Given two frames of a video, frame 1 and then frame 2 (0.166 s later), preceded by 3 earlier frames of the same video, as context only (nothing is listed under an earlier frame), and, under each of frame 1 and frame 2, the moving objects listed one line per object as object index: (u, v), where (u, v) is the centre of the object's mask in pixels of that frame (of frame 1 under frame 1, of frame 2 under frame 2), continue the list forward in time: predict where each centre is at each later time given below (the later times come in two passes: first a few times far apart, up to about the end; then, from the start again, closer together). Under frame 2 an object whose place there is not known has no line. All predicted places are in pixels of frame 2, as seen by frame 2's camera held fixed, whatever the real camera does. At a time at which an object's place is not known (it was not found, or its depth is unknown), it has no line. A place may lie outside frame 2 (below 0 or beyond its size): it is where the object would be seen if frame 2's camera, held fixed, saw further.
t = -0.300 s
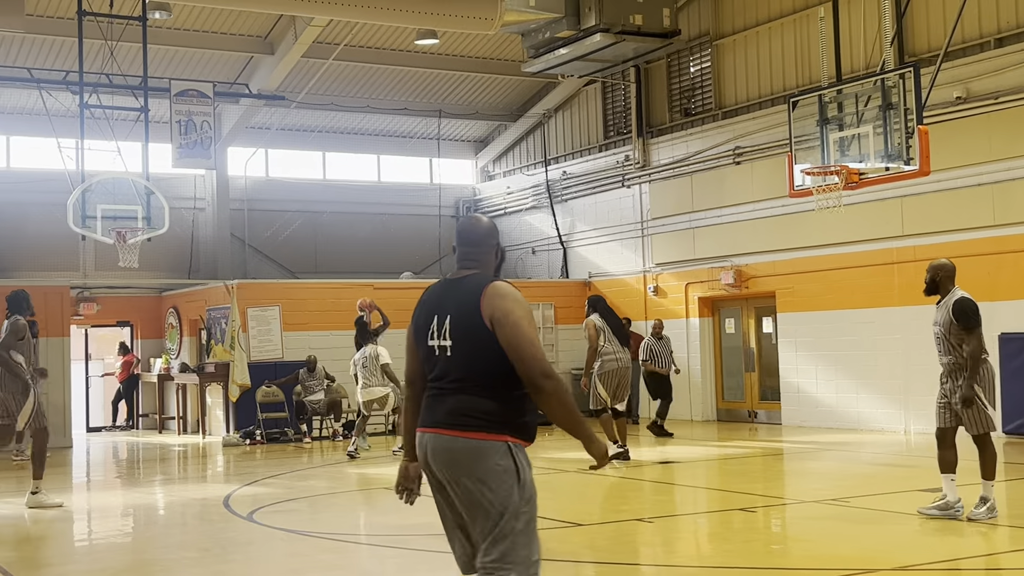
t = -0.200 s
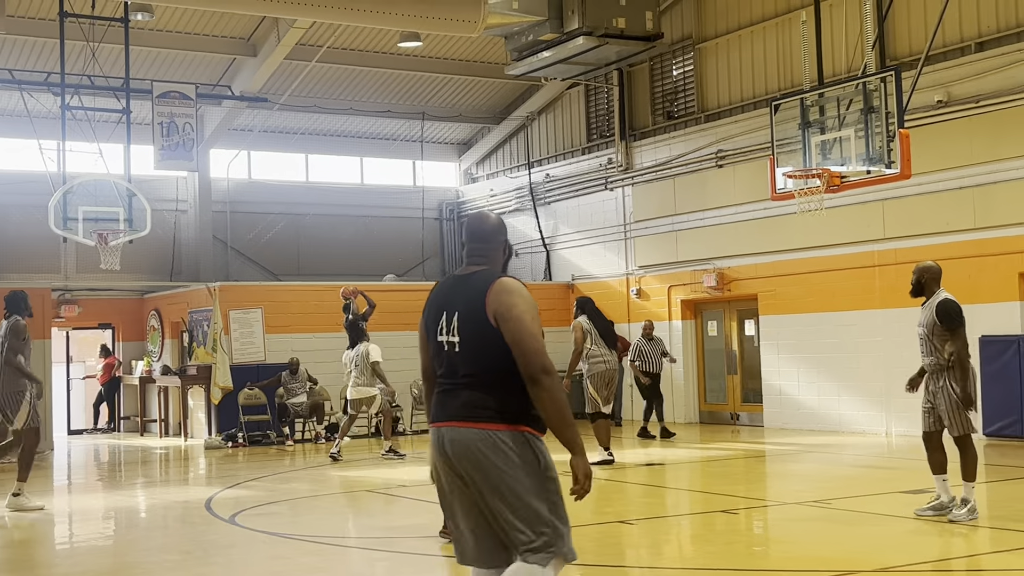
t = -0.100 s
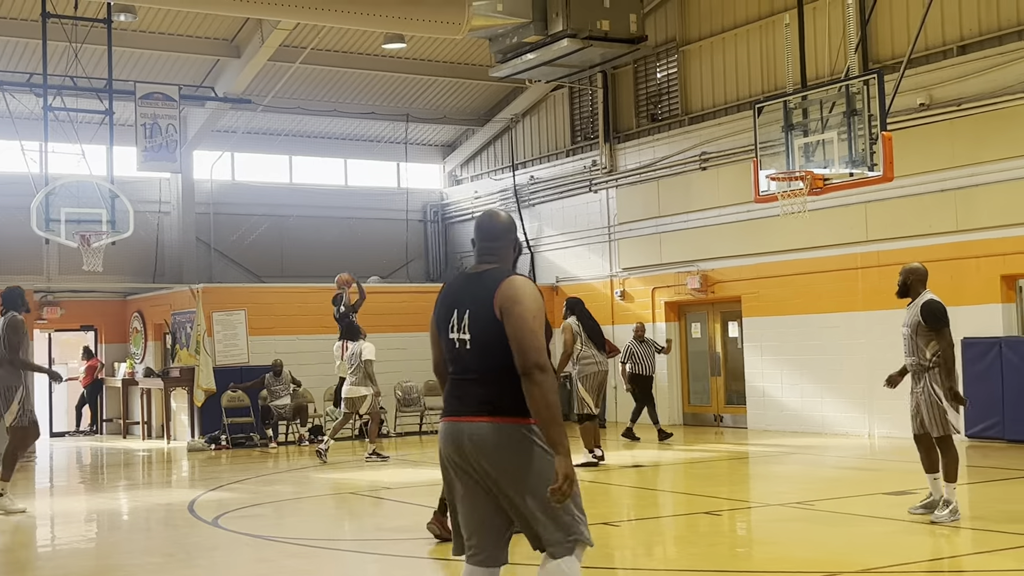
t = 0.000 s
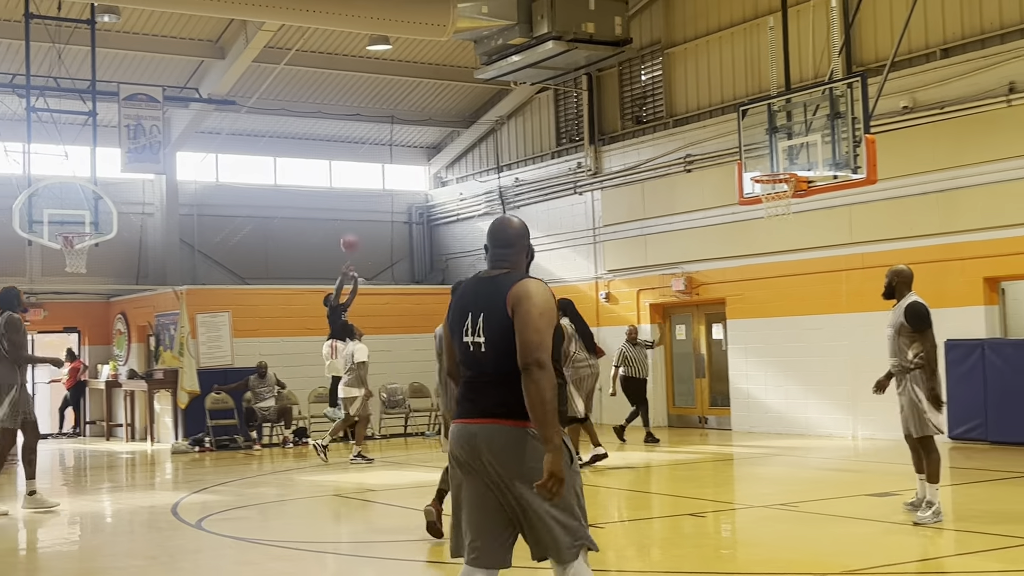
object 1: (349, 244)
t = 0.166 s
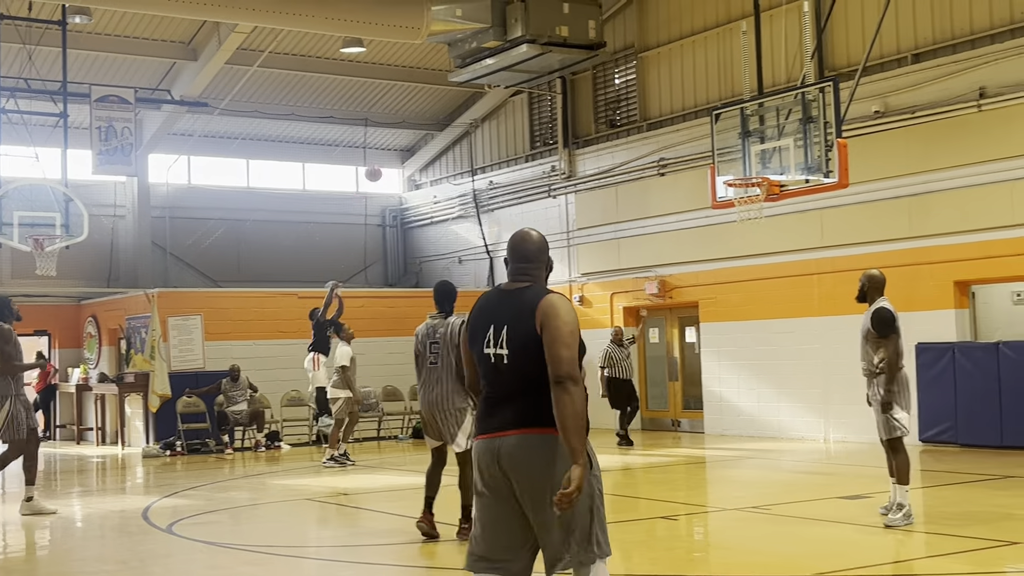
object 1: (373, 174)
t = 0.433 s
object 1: (464, 96)
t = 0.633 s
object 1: (539, 69)
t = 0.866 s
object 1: (632, 76)
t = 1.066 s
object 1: (720, 122)
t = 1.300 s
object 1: (800, 206)
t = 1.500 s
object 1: (804, 290)
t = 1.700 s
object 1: (812, 427)
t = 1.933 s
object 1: (790, 395)
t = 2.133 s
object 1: (758, 314)
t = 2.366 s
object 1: (718, 275)
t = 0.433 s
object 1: (464, 96)
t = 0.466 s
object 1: (477, 90)
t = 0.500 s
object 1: (489, 84)
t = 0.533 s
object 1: (501, 79)
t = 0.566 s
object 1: (513, 74)
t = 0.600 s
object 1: (526, 71)
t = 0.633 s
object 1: (539, 69)
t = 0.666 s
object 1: (551, 66)
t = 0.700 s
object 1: (564, 66)
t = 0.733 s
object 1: (577, 66)
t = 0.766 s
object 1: (590, 68)
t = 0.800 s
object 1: (605, 70)
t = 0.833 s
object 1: (617, 72)
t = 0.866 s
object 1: (632, 76)
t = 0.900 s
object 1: (646, 81)
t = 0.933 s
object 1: (661, 87)
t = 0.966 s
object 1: (675, 94)
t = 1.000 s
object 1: (690, 102)
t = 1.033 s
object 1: (705, 111)
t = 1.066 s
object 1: (720, 122)
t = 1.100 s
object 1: (737, 133)
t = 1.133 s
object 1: (753, 146)
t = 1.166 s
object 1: (769, 160)
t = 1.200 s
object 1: (786, 175)
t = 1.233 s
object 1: (800, 189)
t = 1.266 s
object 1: (800, 198)
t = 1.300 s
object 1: (800, 206)
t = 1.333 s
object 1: (801, 217)
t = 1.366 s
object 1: (801, 228)
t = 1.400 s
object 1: (802, 242)
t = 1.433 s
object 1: (802, 256)
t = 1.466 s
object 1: (803, 273)
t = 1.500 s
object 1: (804, 290)
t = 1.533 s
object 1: (805, 309)
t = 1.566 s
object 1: (806, 329)
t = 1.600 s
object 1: (808, 351)
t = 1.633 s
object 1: (809, 375)
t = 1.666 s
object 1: (811, 400)
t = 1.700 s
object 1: (812, 427)
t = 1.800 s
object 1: (811, 469)
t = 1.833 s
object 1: (806, 450)
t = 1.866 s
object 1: (801, 431)
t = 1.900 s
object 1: (796, 412)
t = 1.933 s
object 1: (790, 395)
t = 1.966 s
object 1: (785, 378)
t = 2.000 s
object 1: (780, 363)
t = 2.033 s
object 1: (774, 349)
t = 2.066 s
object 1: (769, 336)
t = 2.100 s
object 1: (763, 324)
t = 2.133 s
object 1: (758, 314)
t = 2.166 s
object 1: (753, 305)
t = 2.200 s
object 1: (747, 296)
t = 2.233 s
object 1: (741, 289)
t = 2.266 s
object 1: (736, 284)
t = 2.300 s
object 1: (730, 280)
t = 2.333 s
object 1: (724, 276)
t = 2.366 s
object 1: (718, 275)
